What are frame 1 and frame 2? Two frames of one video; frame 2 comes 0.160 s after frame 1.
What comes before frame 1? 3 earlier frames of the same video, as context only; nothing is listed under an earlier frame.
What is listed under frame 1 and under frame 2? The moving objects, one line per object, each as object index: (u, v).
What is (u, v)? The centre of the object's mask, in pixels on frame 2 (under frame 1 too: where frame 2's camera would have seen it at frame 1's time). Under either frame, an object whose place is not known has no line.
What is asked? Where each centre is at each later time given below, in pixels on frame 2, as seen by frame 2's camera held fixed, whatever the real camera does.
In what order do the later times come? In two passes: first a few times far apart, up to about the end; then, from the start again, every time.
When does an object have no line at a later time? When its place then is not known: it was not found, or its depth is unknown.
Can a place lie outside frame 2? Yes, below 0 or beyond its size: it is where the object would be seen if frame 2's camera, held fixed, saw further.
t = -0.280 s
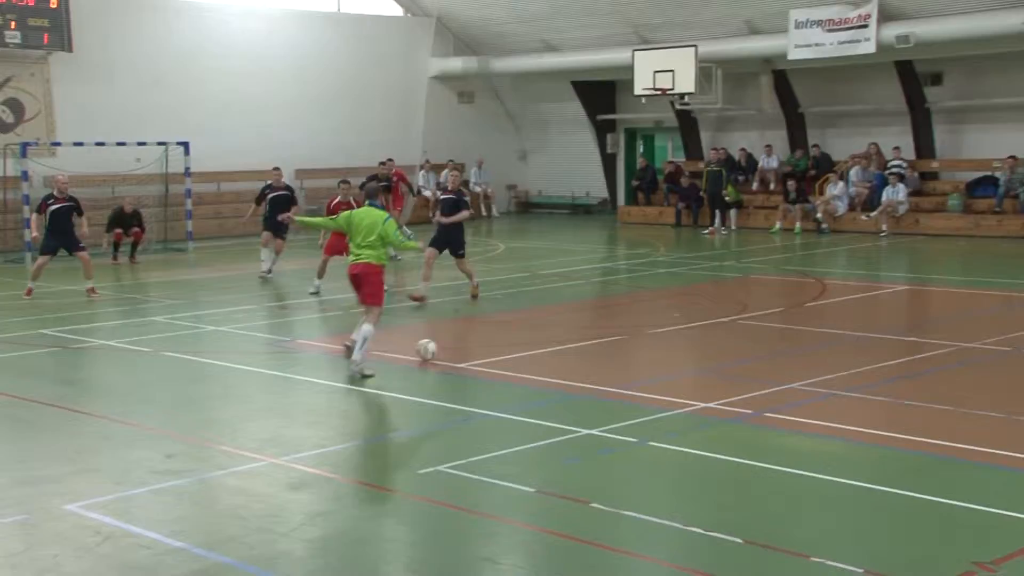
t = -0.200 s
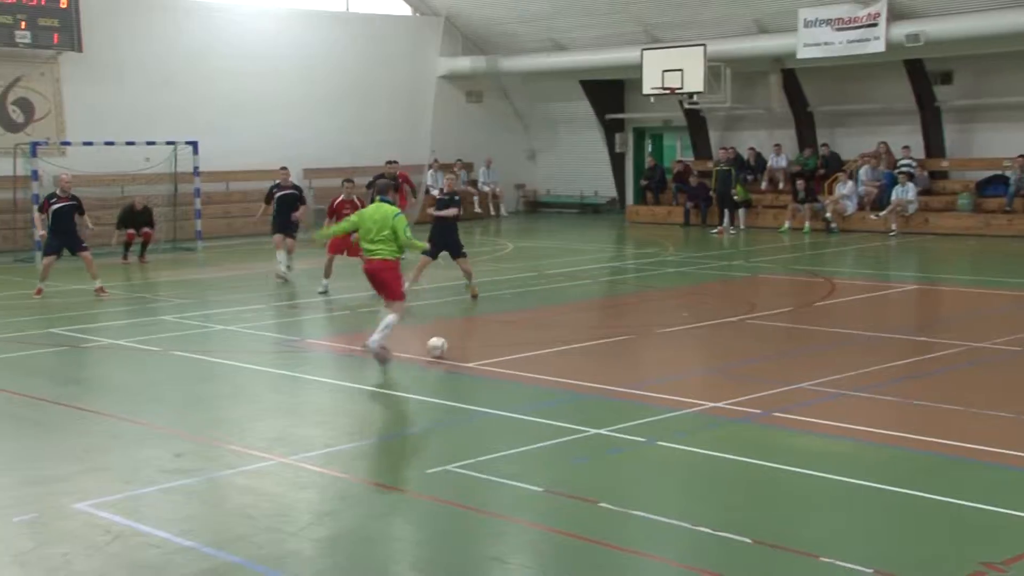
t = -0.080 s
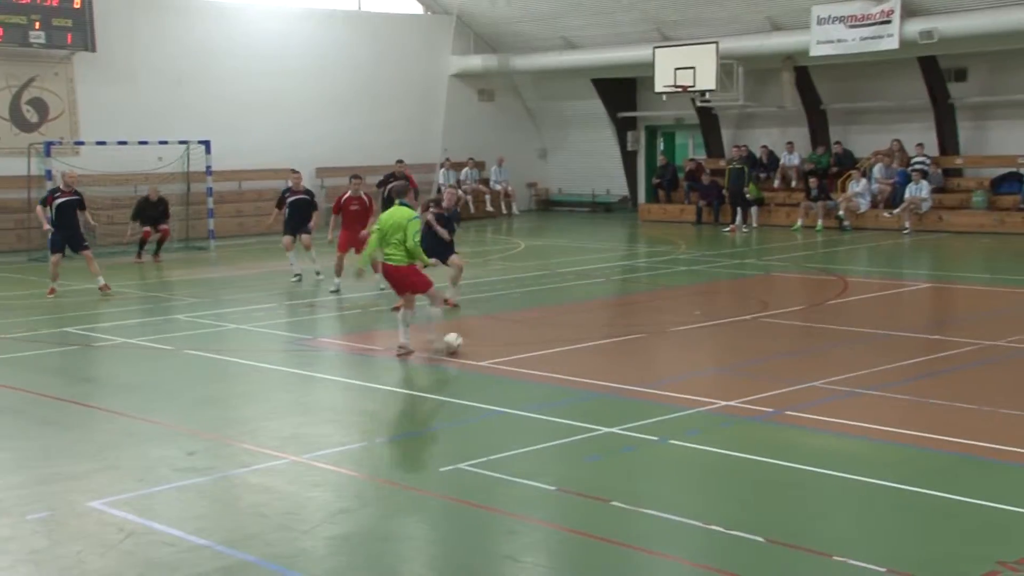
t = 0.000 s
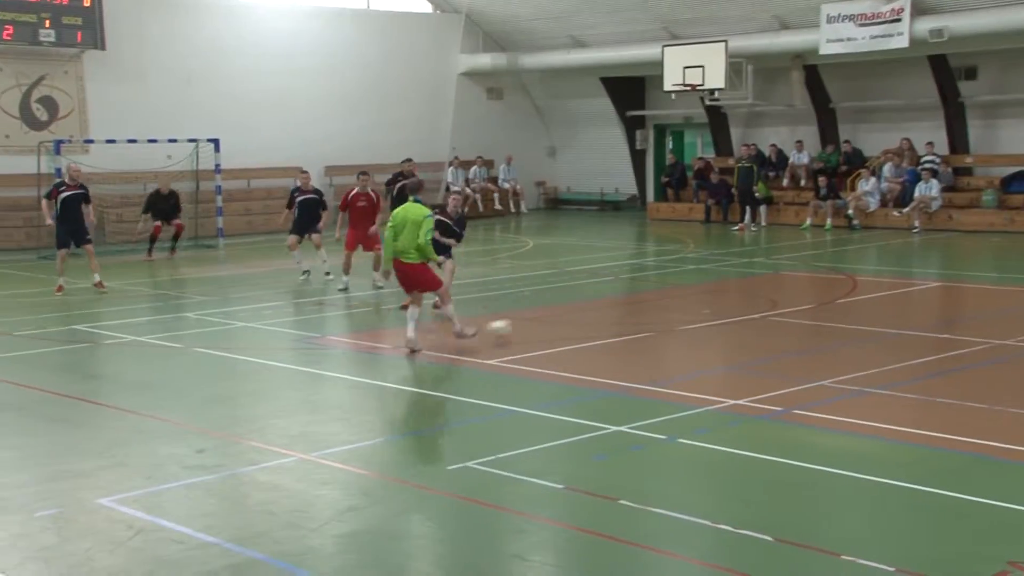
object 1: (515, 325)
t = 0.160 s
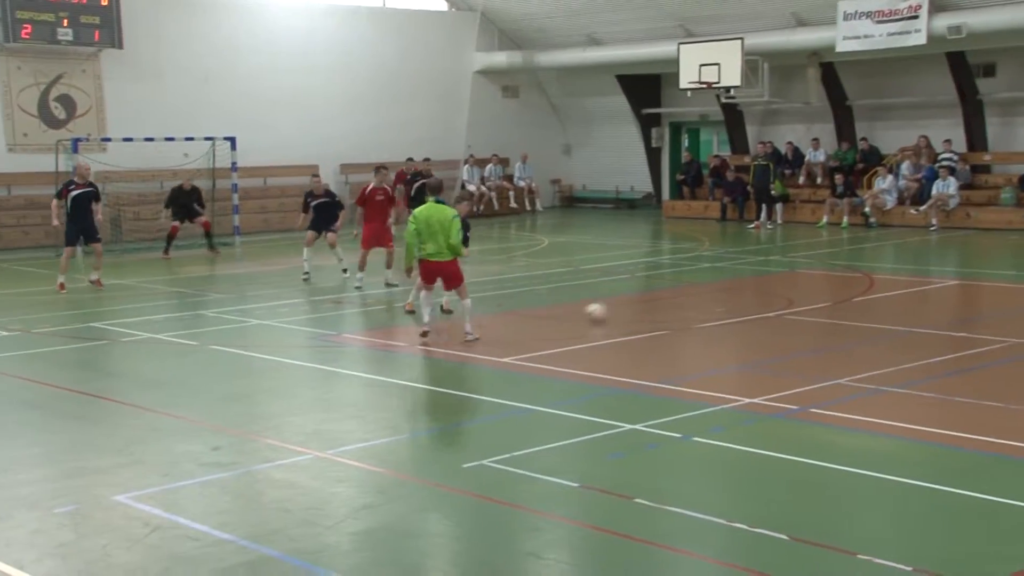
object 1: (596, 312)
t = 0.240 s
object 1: (628, 306)
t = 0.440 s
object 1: (693, 292)
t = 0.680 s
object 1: (749, 278)
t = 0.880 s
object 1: (784, 271)
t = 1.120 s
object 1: (820, 262)
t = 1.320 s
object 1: (847, 256)
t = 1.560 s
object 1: (876, 249)
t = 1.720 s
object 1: (894, 245)
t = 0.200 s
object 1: (614, 310)
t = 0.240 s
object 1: (628, 306)
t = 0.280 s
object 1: (643, 303)
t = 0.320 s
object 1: (657, 300)
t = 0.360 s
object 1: (670, 297)
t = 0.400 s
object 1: (682, 295)
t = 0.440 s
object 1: (693, 292)
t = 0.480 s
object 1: (704, 289)
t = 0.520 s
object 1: (714, 287)
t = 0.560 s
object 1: (724, 285)
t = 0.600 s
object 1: (733, 282)
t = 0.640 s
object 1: (741, 280)
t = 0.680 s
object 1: (749, 278)
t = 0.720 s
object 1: (757, 277)
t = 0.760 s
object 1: (764, 275)
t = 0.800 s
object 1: (771, 274)
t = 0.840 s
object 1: (777, 272)
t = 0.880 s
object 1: (784, 271)
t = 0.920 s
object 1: (791, 269)
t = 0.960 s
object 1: (796, 267)
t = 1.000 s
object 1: (802, 266)
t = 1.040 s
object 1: (809, 265)
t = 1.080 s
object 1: (814, 263)
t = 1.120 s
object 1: (820, 262)
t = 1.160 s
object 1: (825, 261)
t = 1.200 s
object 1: (831, 259)
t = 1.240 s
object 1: (836, 258)
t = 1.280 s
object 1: (842, 257)
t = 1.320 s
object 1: (847, 256)
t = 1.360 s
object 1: (852, 255)
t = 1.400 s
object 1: (857, 253)
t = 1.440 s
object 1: (862, 253)
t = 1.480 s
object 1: (867, 251)
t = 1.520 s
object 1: (871, 251)
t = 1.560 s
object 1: (876, 249)
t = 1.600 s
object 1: (881, 249)
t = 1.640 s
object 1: (885, 247)
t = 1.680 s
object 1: (889, 246)
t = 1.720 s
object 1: (894, 245)
